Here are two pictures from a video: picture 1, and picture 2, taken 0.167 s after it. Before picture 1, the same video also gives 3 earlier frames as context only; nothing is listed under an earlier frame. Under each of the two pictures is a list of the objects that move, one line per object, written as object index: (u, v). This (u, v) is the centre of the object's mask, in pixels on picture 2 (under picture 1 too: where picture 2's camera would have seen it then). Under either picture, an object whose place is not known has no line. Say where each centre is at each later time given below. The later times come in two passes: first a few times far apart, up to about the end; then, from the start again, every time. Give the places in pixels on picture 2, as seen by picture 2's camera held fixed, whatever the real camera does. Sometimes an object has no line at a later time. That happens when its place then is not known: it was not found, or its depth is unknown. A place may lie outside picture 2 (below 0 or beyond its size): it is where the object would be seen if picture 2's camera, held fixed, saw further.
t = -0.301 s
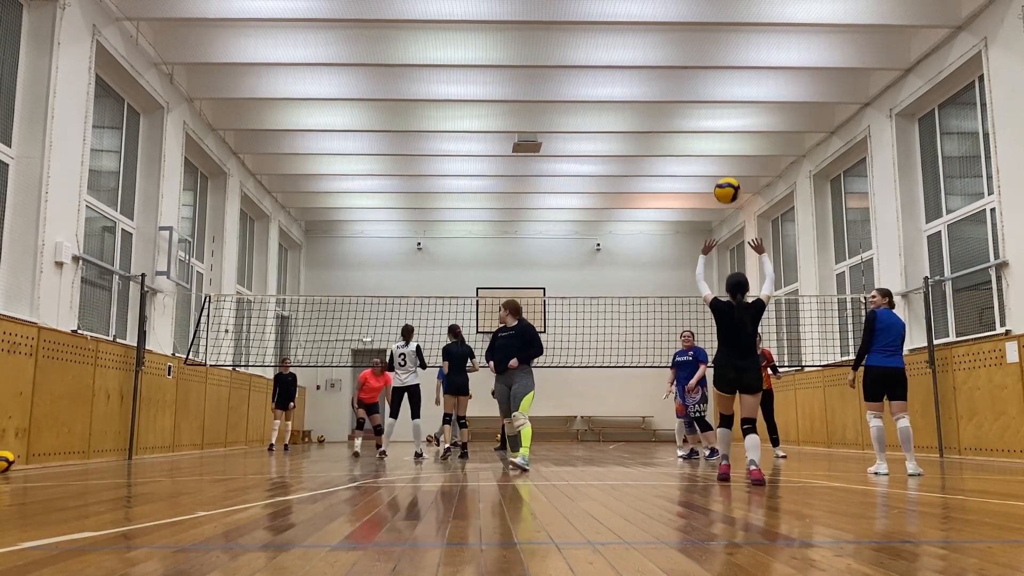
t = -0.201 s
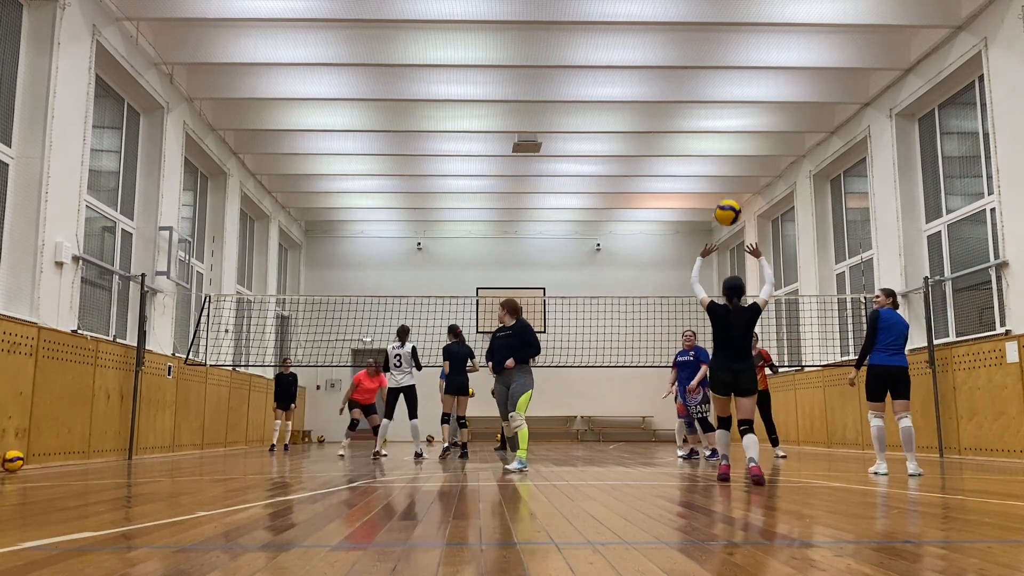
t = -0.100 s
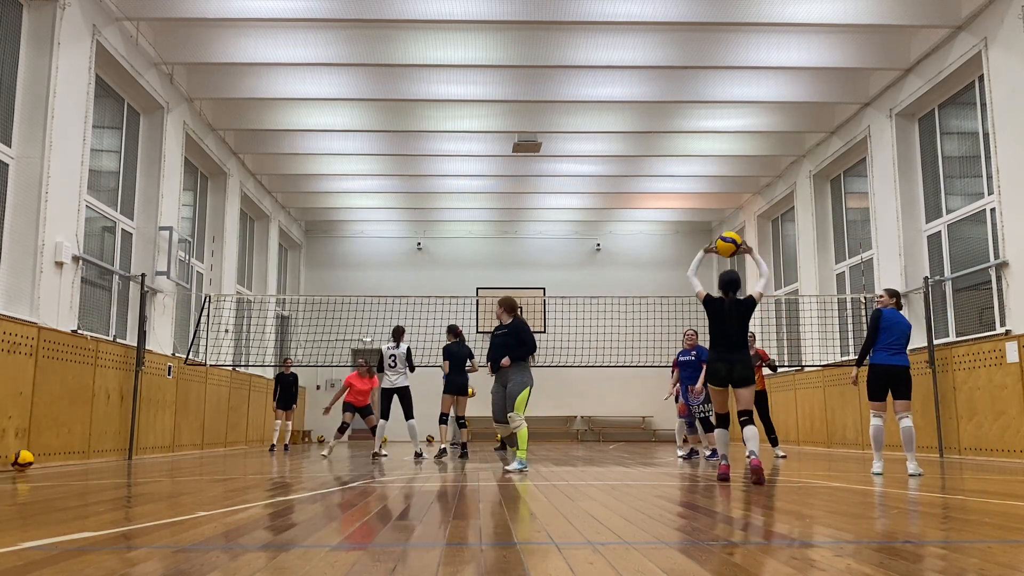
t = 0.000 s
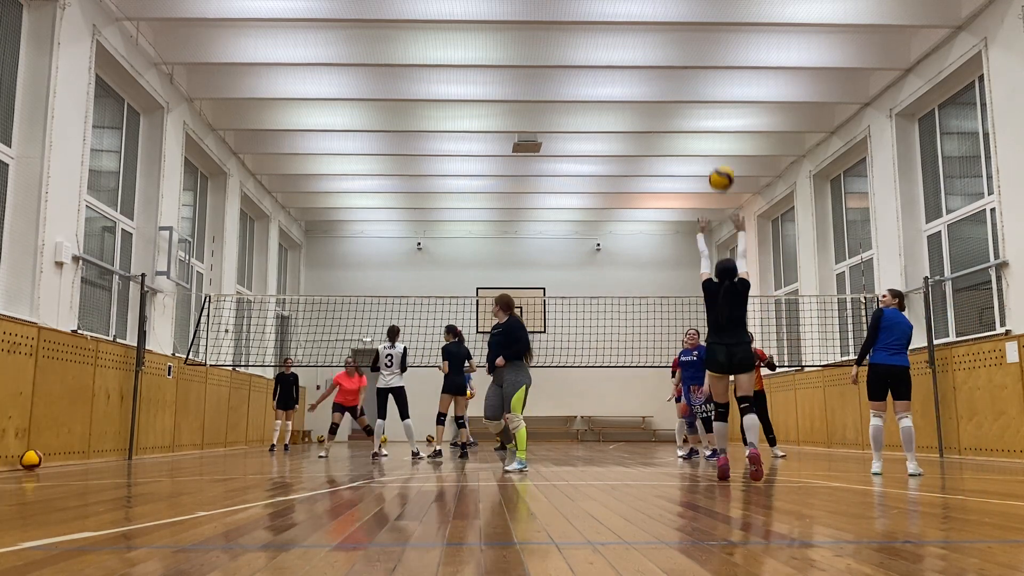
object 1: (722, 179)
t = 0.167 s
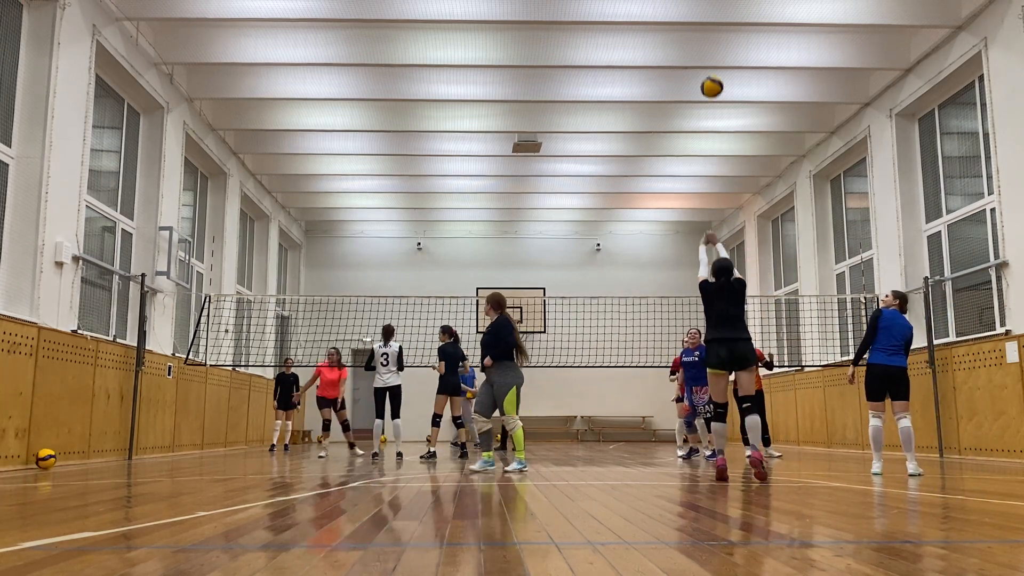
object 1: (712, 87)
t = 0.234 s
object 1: (709, 62)
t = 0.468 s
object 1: (700, 17)
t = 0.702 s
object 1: (694, 24)
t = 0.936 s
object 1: (690, 71)
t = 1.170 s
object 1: (687, 152)
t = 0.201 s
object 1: (710, 73)
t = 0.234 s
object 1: (709, 62)
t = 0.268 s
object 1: (707, 51)
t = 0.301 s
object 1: (706, 43)
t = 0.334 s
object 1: (705, 35)
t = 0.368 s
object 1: (704, 29)
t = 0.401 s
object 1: (702, 24)
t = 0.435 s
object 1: (701, 20)
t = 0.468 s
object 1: (700, 17)
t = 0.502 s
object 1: (699, 15)
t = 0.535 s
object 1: (698, 14)
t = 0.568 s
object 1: (697, 14)
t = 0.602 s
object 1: (696, 16)
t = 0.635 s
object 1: (695, 17)
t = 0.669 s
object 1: (695, 20)
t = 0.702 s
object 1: (694, 24)
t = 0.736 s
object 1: (693, 28)
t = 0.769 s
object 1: (692, 33)
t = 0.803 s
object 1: (692, 39)
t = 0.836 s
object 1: (691, 46)
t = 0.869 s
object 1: (690, 54)
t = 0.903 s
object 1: (690, 62)
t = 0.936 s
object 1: (690, 71)
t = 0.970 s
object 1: (689, 81)
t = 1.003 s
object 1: (689, 91)
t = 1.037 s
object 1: (688, 102)
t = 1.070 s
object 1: (688, 114)
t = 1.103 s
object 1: (688, 126)
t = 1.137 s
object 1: (687, 139)
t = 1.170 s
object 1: (687, 152)
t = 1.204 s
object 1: (686, 166)
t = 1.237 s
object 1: (686, 181)
